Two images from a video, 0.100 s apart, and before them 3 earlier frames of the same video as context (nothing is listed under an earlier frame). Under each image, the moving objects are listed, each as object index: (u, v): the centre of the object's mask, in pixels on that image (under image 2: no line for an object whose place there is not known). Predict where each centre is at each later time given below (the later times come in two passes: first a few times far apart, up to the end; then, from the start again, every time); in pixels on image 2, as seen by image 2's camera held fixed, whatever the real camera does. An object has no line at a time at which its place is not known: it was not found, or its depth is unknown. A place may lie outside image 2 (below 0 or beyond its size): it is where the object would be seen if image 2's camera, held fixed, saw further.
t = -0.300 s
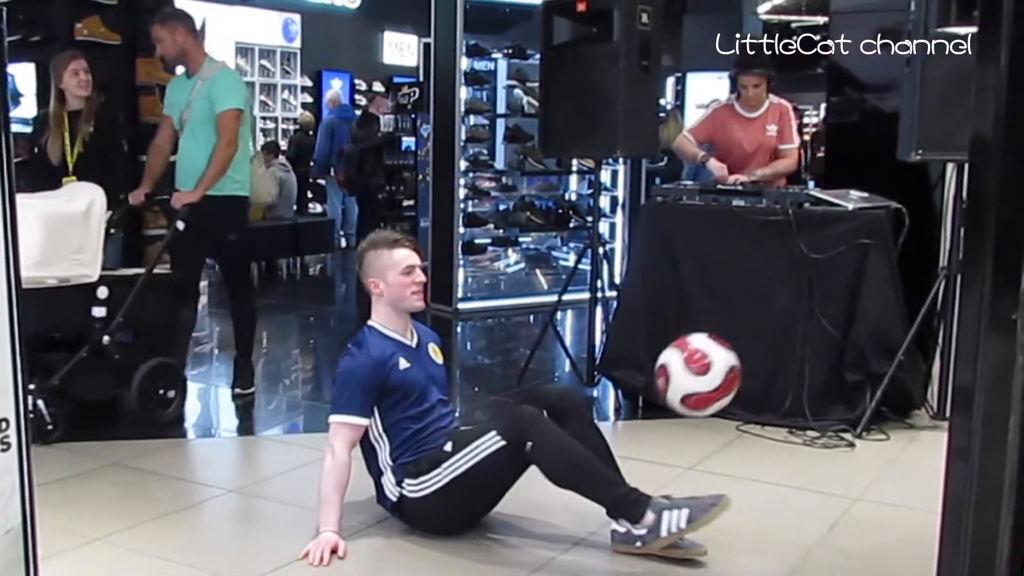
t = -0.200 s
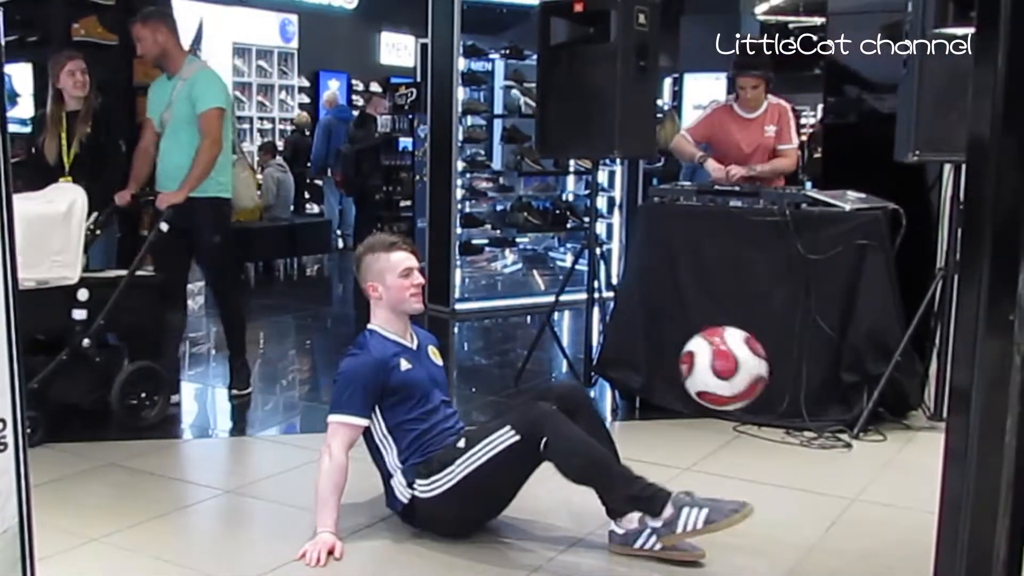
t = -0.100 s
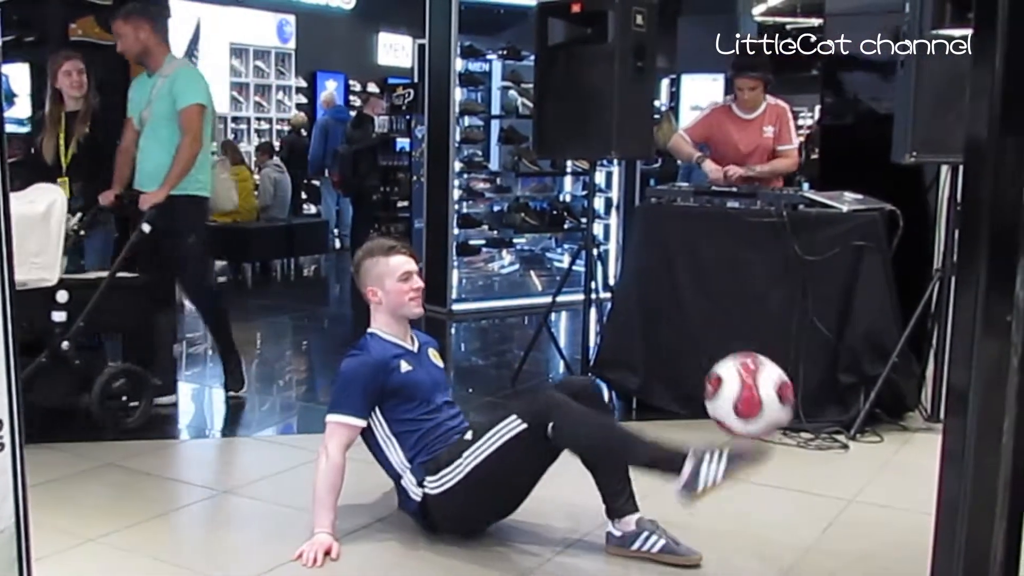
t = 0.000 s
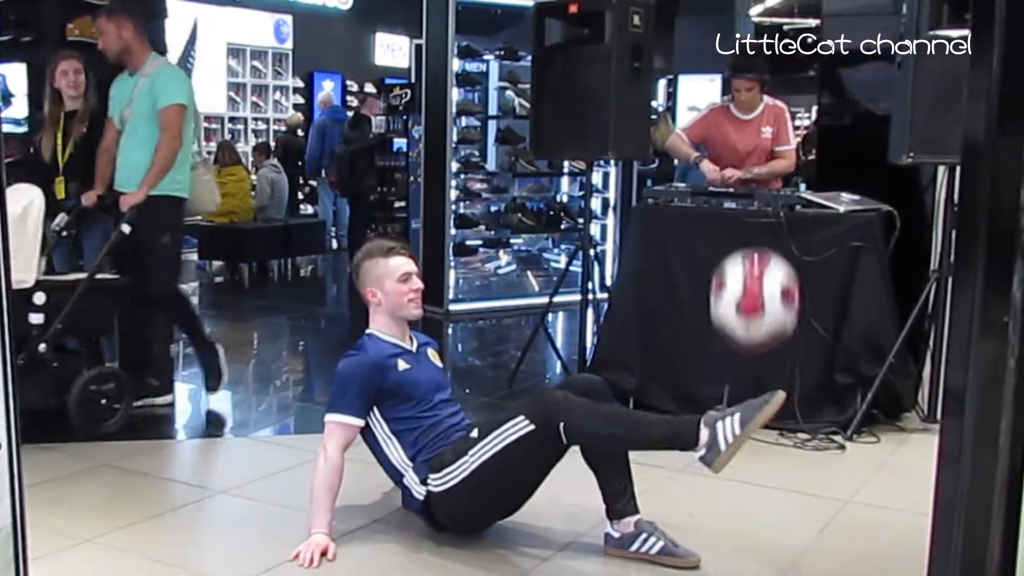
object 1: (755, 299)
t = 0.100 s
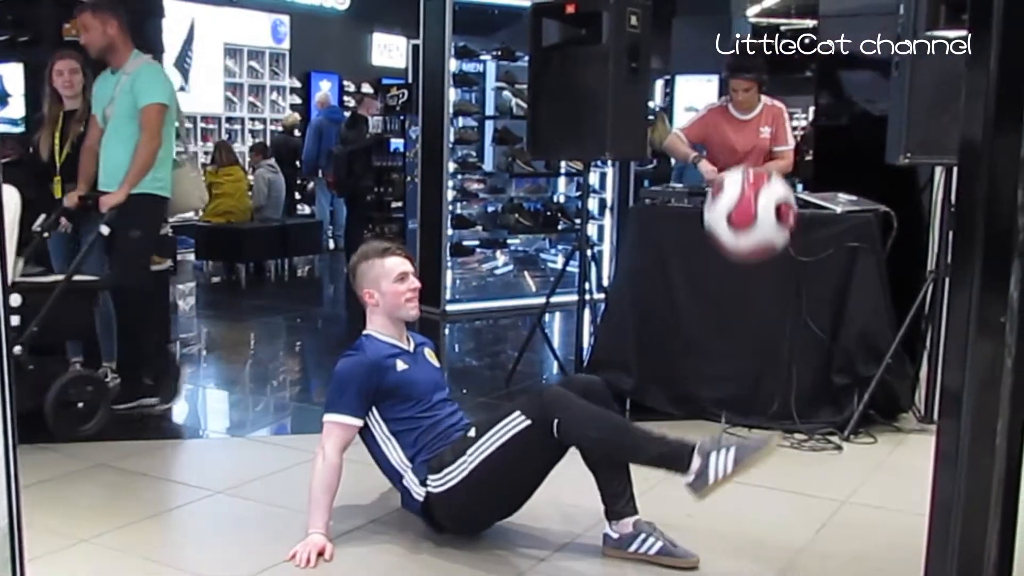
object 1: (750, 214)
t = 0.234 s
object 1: (744, 155)
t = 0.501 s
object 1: (720, 253)
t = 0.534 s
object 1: (716, 286)
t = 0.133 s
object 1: (749, 193)
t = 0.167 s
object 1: (748, 176)
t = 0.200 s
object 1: (746, 163)
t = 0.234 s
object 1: (744, 155)
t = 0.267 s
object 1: (742, 151)
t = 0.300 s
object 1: (739, 151)
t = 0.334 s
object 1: (737, 156)
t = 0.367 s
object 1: (735, 167)
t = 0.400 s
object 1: (732, 182)
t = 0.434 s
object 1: (729, 202)
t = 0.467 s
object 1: (725, 225)
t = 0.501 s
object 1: (720, 253)
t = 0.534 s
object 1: (716, 286)
